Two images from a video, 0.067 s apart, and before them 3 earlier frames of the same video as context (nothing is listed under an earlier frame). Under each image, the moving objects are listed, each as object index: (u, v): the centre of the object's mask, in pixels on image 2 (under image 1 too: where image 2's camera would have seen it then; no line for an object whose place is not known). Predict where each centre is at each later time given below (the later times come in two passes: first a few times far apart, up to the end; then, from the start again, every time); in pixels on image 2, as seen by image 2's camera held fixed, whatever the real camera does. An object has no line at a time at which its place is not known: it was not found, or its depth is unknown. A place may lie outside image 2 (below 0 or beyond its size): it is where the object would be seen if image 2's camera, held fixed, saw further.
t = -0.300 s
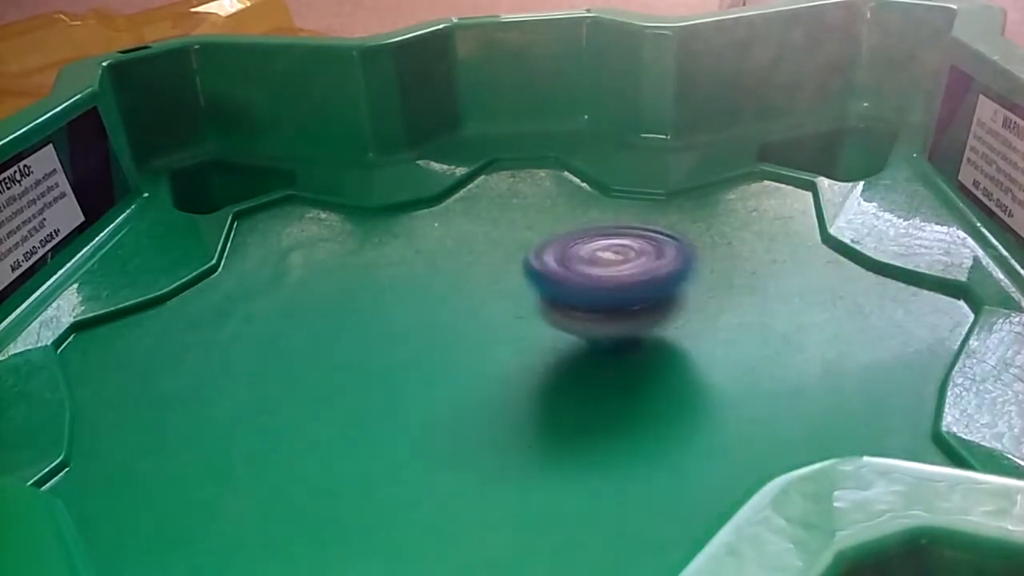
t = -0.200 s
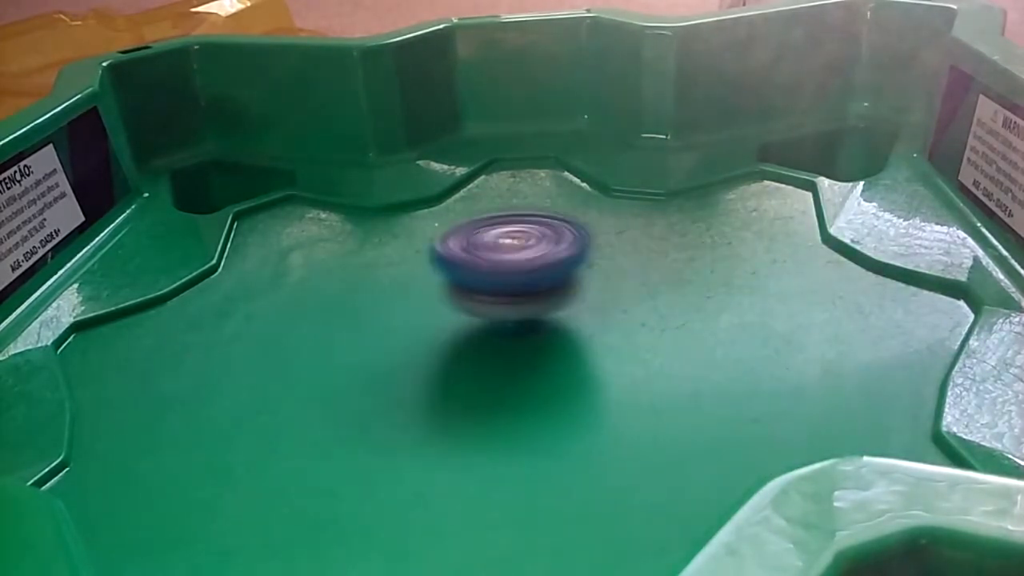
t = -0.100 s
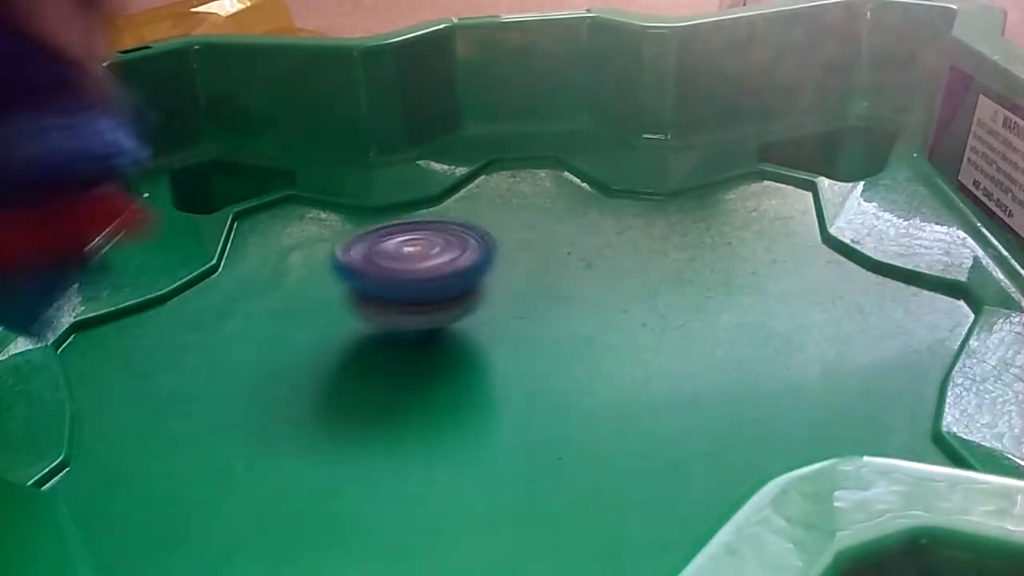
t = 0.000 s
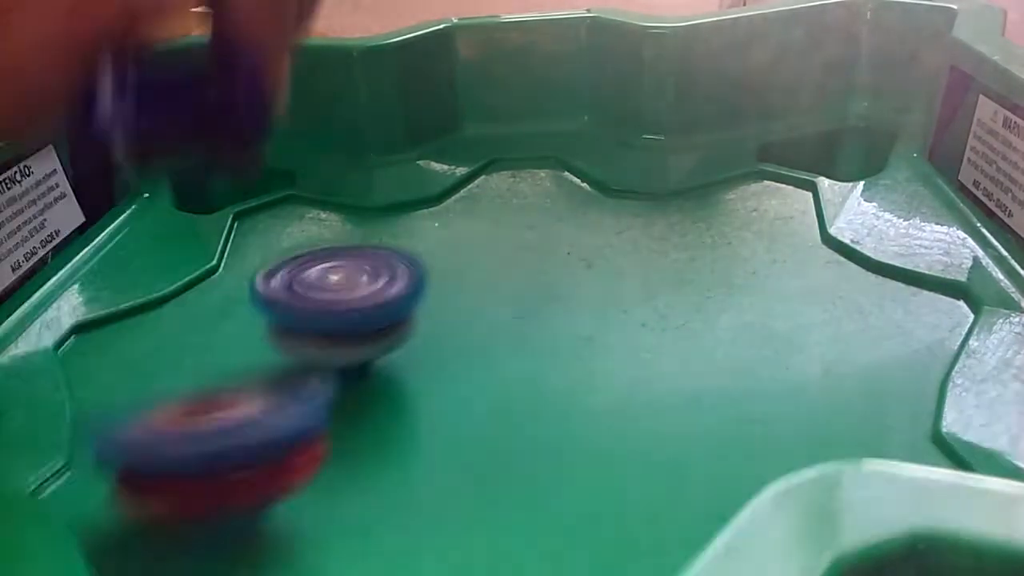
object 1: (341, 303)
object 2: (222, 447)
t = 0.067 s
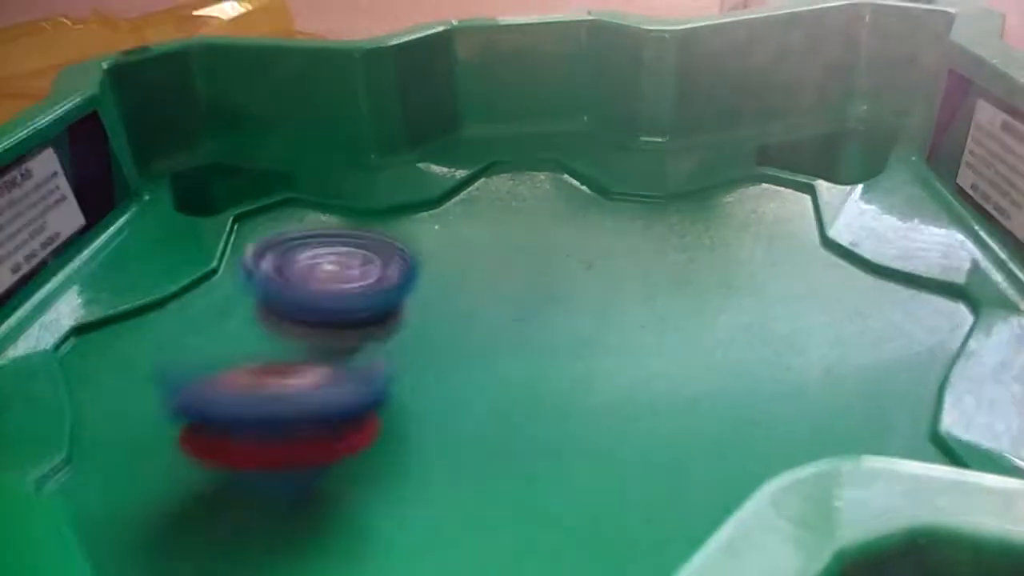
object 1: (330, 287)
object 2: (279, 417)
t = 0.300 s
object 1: (428, 257)
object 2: (443, 362)
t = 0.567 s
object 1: (443, 205)
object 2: (502, 298)
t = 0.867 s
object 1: (442, 196)
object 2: (448, 298)
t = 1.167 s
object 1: (522, 226)
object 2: (406, 317)
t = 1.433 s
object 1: (646, 235)
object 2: (455, 280)
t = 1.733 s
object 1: (726, 249)
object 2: (477, 271)
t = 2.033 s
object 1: (787, 313)
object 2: (556, 261)
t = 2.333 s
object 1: (811, 367)
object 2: (477, 260)
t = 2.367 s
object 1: (791, 372)
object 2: (477, 268)
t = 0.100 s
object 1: (348, 281)
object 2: (299, 412)
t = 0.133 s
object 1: (372, 289)
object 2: (326, 408)
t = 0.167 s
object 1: (389, 279)
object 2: (349, 392)
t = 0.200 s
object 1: (403, 276)
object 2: (377, 394)
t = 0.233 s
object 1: (413, 271)
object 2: (399, 386)
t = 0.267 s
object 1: (422, 263)
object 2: (423, 375)
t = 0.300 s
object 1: (428, 257)
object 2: (443, 362)
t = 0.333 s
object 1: (433, 252)
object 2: (463, 355)
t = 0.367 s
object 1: (444, 236)
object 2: (485, 341)
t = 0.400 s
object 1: (447, 231)
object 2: (494, 335)
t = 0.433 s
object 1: (449, 223)
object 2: (500, 325)
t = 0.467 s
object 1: (449, 217)
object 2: (504, 319)
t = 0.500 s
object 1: (447, 211)
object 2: (504, 307)
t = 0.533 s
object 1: (445, 208)
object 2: (504, 303)
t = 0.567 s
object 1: (443, 205)
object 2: (502, 298)
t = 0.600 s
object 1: (441, 199)
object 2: (500, 297)
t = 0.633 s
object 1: (439, 195)
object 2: (495, 294)
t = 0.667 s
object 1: (437, 192)
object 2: (489, 289)
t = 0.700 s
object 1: (435, 191)
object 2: (482, 294)
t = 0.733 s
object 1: (434, 189)
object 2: (476, 289)
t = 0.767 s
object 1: (434, 191)
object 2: (470, 294)
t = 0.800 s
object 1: (436, 192)
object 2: (463, 298)
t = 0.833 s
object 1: (440, 194)
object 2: (456, 298)
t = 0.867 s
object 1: (442, 196)
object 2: (448, 298)
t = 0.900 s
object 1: (446, 199)
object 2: (443, 302)
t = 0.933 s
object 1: (451, 200)
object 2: (438, 302)
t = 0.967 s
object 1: (459, 205)
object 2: (433, 304)
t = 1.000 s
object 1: (468, 209)
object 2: (427, 309)
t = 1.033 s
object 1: (480, 212)
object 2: (418, 313)
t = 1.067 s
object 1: (491, 217)
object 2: (413, 314)
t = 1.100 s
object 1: (501, 221)
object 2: (408, 318)
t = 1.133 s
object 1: (512, 224)
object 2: (405, 320)
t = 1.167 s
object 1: (522, 226)
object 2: (406, 317)
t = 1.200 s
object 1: (535, 229)
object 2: (413, 315)
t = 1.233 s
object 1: (549, 234)
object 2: (423, 311)
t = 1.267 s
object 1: (567, 235)
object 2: (427, 305)
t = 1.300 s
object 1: (587, 235)
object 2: (432, 300)
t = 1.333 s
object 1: (604, 235)
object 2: (437, 295)
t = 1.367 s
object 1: (619, 235)
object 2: (444, 290)
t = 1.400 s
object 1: (633, 235)
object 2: (449, 284)
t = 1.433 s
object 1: (646, 235)
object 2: (455, 280)
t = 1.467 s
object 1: (659, 236)
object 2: (463, 277)
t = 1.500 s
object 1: (671, 236)
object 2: (469, 275)
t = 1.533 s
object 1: (680, 237)
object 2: (472, 273)
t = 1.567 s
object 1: (689, 238)
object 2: (476, 268)
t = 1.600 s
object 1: (698, 239)
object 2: (478, 270)
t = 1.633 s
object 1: (707, 242)
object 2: (479, 269)
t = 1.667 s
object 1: (714, 244)
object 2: (480, 268)
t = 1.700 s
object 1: (721, 246)
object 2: (478, 268)
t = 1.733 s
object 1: (726, 249)
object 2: (477, 271)
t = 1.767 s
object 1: (731, 251)
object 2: (475, 273)
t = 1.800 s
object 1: (735, 255)
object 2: (476, 273)
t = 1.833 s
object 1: (740, 260)
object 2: (480, 276)
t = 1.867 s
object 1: (744, 266)
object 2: (488, 278)
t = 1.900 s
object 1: (745, 278)
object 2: (514, 279)
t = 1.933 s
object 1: (745, 284)
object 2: (533, 281)
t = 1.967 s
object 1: (743, 290)
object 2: (554, 277)
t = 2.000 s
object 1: (752, 299)
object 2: (566, 271)
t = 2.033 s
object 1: (787, 313)
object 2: (556, 261)
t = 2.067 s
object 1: (812, 324)
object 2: (543, 252)
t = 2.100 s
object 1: (829, 331)
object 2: (528, 243)
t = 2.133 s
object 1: (841, 338)
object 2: (512, 236)
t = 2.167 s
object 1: (848, 344)
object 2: (500, 233)
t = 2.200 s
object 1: (849, 348)
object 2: (489, 233)
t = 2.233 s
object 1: (846, 353)
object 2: (483, 235)
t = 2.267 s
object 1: (838, 358)
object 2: (479, 243)
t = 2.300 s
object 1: (826, 362)
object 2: (478, 251)
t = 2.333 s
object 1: (811, 367)
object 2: (477, 260)
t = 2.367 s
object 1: (791, 372)
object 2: (477, 268)
